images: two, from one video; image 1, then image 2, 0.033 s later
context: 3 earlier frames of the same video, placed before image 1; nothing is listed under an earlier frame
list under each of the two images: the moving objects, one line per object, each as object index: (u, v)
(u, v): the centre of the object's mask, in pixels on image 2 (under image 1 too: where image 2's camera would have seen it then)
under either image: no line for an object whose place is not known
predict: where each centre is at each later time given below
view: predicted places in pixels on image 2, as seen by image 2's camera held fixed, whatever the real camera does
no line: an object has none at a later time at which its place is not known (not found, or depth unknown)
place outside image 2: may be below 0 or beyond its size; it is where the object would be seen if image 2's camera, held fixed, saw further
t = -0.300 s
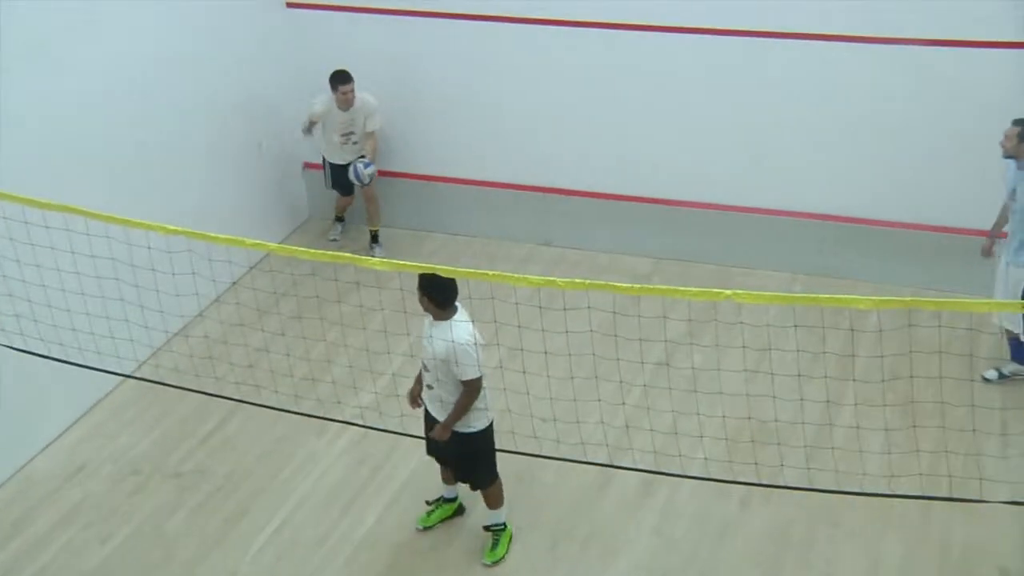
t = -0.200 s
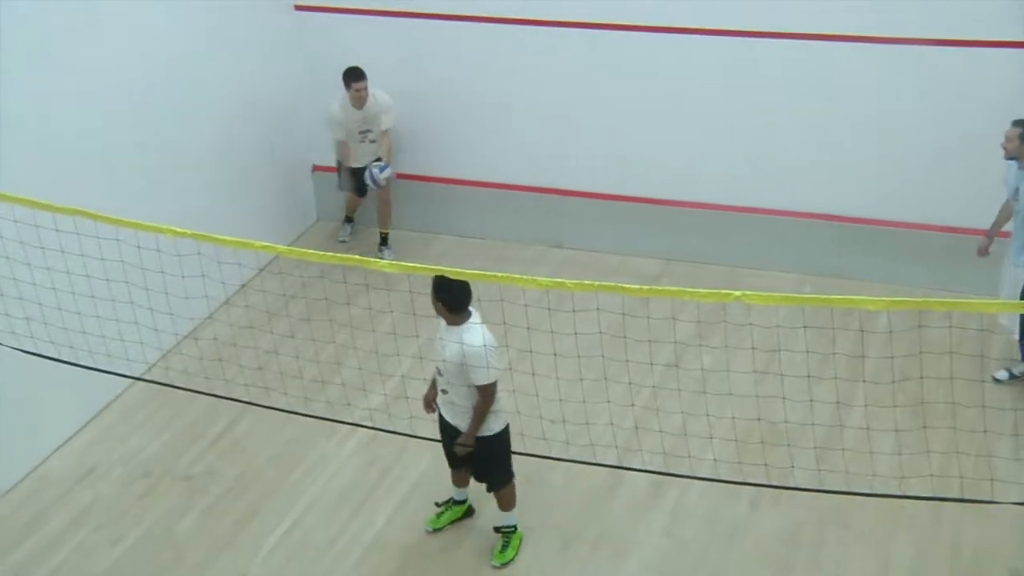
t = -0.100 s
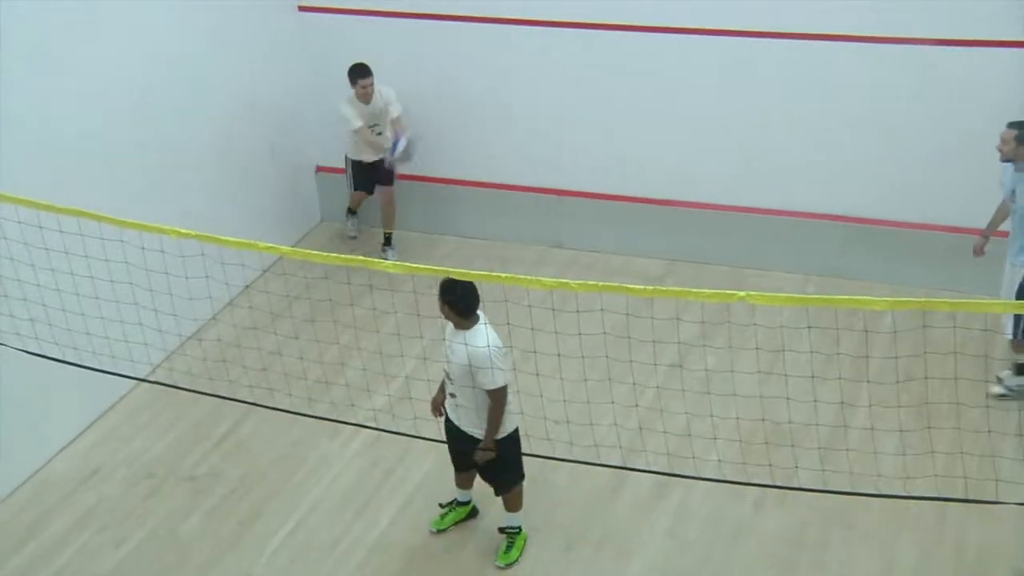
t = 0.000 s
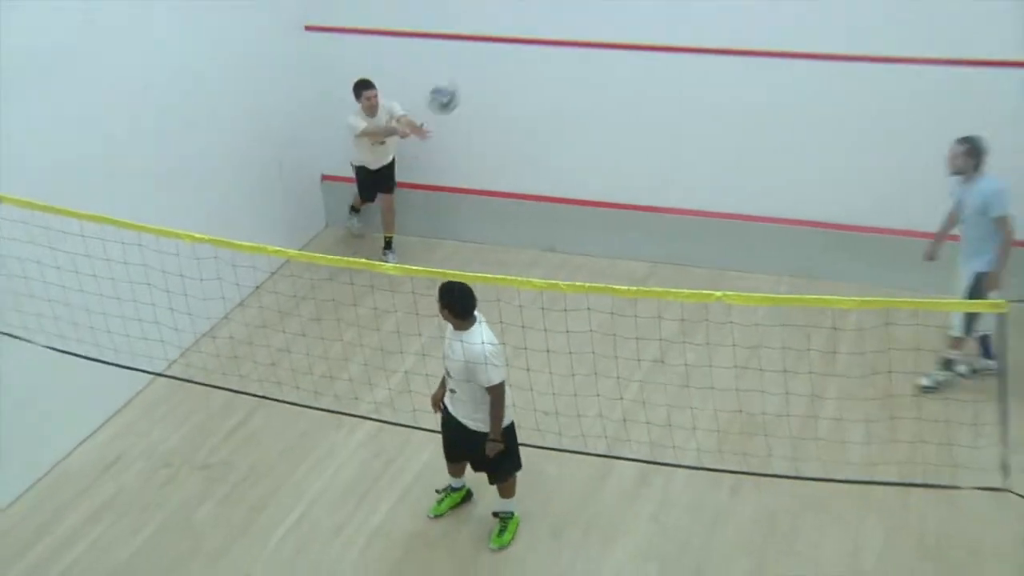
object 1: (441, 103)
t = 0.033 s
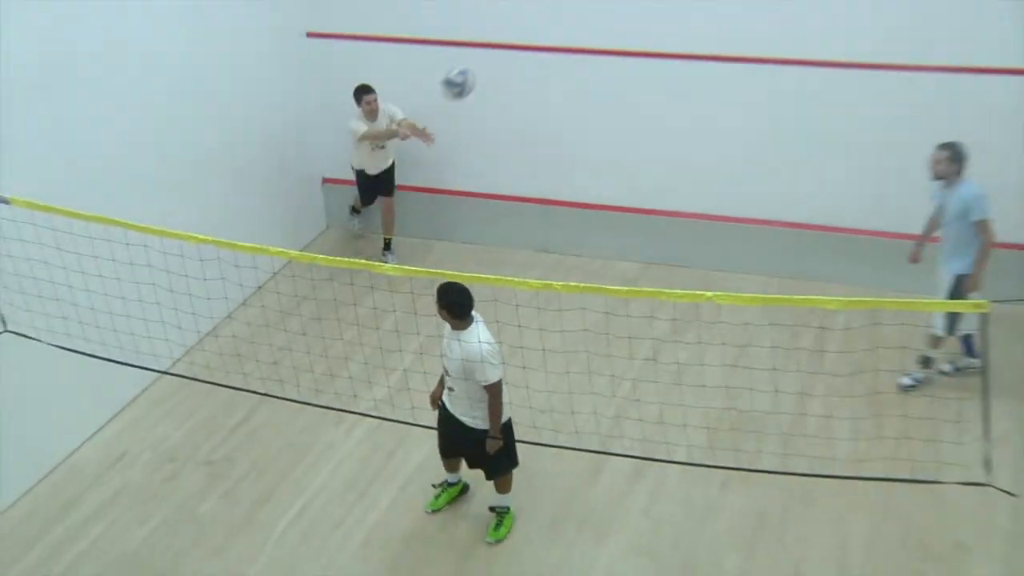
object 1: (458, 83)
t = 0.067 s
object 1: (475, 66)
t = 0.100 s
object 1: (492, 50)
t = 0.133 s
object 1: (511, 34)
